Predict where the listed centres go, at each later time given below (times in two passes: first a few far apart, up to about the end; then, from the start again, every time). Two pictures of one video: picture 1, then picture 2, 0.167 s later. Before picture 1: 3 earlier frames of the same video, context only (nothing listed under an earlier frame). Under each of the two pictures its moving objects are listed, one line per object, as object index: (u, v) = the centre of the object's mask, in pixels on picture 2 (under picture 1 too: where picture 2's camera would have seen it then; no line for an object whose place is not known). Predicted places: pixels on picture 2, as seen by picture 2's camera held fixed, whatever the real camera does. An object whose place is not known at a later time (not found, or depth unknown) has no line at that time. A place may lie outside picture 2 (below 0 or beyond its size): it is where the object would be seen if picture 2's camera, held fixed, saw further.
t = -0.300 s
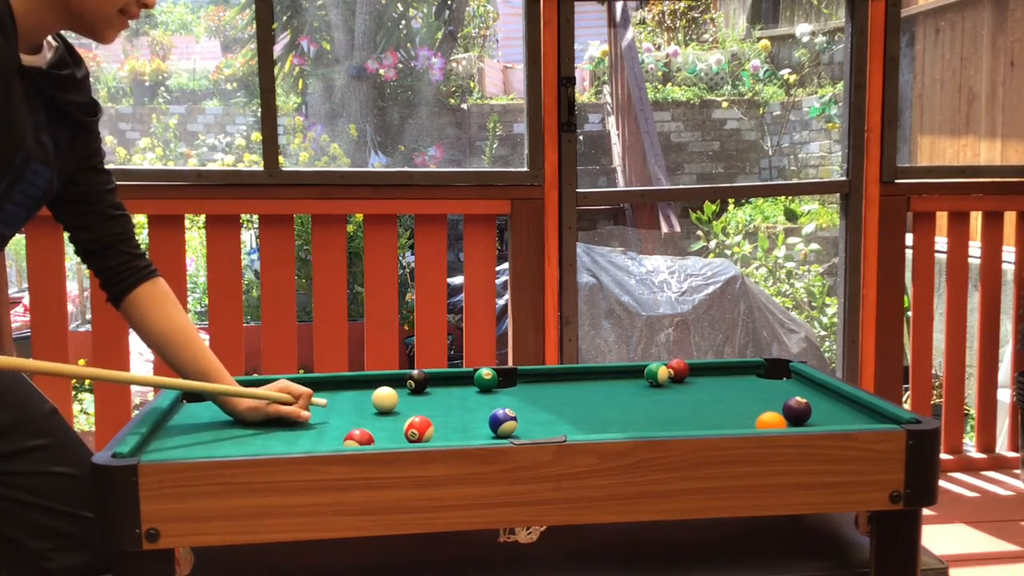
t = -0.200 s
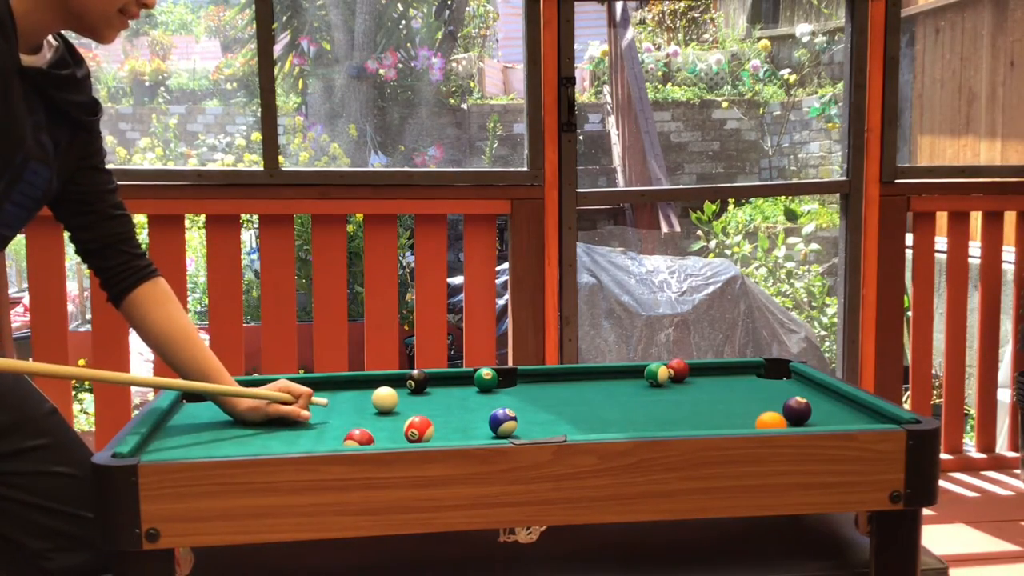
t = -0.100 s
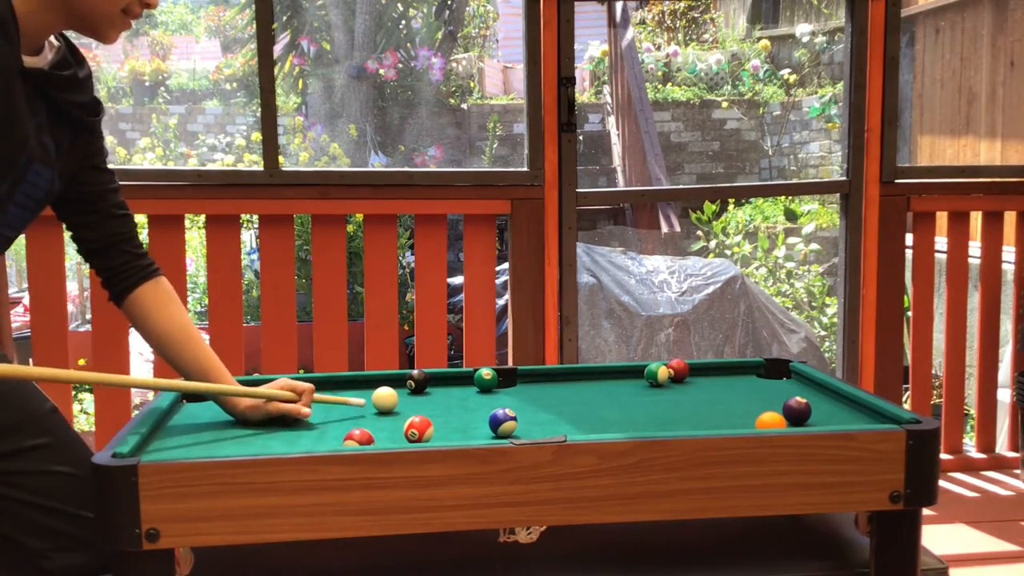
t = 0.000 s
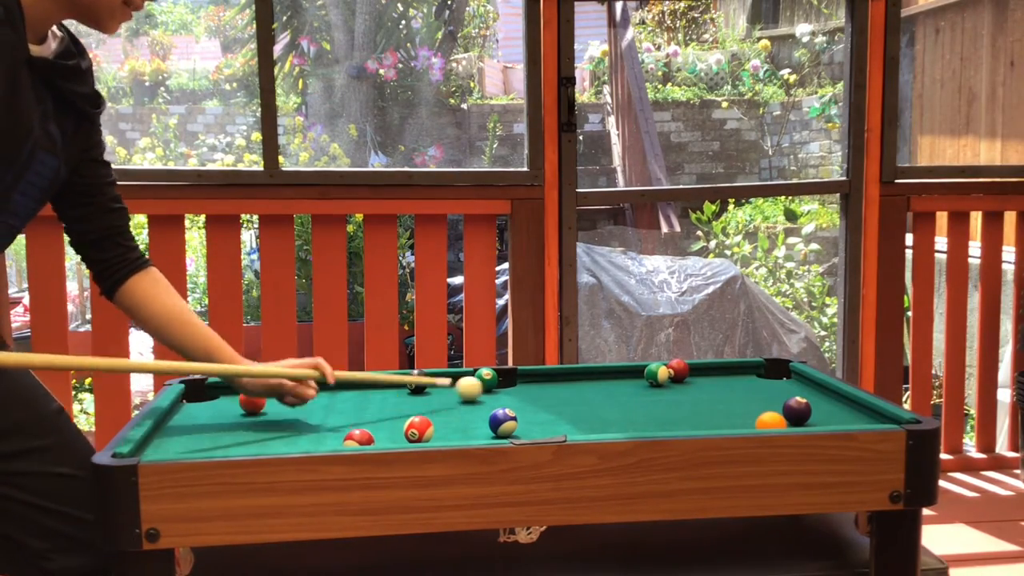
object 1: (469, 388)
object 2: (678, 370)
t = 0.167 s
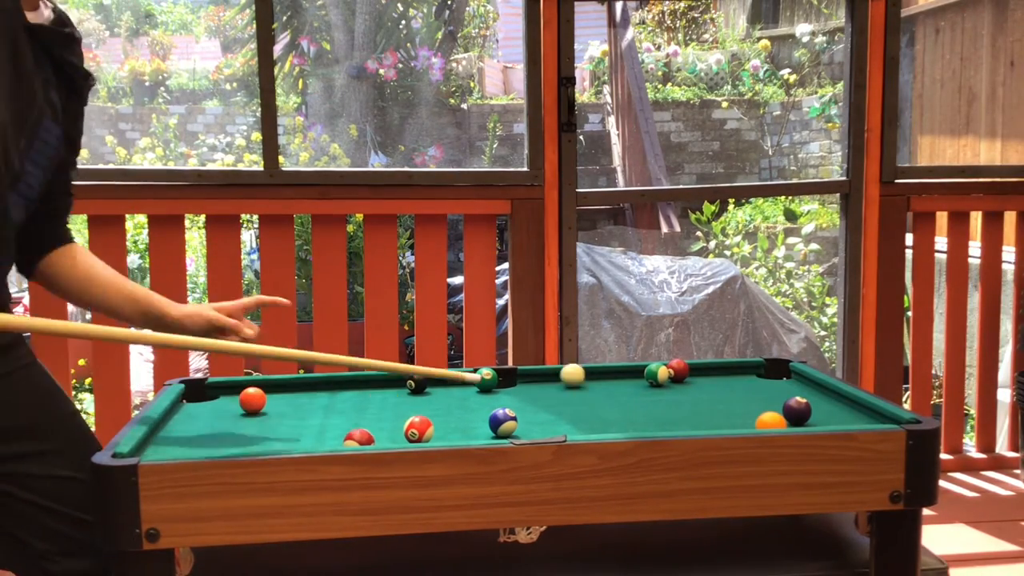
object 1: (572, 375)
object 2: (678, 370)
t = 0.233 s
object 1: (603, 371)
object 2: (678, 370)
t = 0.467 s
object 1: (656, 369)
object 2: (684, 365)
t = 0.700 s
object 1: (662, 369)
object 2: (708, 371)
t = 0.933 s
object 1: (661, 369)
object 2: (721, 372)
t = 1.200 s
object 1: (661, 368)
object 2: (725, 373)
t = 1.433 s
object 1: (661, 369)
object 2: (725, 373)
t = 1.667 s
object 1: (661, 369)
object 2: (725, 373)
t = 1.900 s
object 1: (661, 369)
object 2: (725, 373)
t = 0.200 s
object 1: (588, 373)
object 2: (678, 370)
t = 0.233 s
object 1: (603, 371)
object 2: (678, 370)
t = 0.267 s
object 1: (618, 371)
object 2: (678, 370)
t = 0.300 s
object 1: (633, 371)
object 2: (678, 370)
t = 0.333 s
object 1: (640, 370)
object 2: (680, 369)
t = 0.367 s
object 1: (645, 369)
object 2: (681, 366)
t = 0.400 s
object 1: (652, 369)
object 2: (678, 363)
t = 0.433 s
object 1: (654, 369)
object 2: (679, 365)
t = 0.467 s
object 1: (656, 369)
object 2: (684, 365)
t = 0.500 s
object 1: (657, 369)
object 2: (686, 367)
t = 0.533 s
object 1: (658, 369)
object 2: (690, 367)
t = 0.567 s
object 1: (659, 369)
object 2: (694, 368)
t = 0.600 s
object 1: (660, 368)
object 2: (698, 369)
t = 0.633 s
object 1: (661, 369)
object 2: (702, 370)
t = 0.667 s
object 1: (661, 369)
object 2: (705, 371)
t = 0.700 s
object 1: (662, 369)
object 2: (708, 371)
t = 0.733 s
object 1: (662, 368)
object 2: (711, 371)
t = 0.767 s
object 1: (662, 368)
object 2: (713, 372)
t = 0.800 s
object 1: (662, 369)
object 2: (715, 372)
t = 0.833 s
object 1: (662, 369)
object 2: (716, 372)
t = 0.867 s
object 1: (661, 369)
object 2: (718, 372)
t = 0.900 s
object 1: (661, 369)
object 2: (719, 372)
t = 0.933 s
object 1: (661, 369)
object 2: (721, 372)
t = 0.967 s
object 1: (661, 369)
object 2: (722, 373)
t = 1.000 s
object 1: (661, 368)
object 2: (723, 373)
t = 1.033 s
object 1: (661, 369)
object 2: (724, 373)
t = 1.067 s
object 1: (661, 369)
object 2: (724, 373)
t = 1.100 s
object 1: (661, 369)
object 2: (725, 373)
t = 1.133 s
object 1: (661, 368)
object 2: (725, 373)
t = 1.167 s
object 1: (661, 369)
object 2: (725, 373)
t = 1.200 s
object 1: (661, 368)
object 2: (725, 373)
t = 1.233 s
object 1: (661, 368)
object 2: (725, 373)
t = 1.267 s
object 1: (661, 368)
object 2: (725, 373)
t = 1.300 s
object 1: (661, 368)
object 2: (725, 373)
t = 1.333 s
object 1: (661, 369)
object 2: (725, 373)
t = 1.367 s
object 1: (661, 369)
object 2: (725, 373)
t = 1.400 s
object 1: (661, 369)
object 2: (725, 373)
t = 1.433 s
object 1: (661, 369)
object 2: (725, 373)
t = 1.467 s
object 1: (661, 369)
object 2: (725, 373)
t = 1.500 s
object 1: (661, 369)
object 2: (725, 373)
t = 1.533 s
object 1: (661, 368)
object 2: (725, 373)
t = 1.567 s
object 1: (661, 369)
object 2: (725, 373)
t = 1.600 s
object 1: (661, 369)
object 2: (725, 373)
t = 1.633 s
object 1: (661, 369)
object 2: (725, 373)
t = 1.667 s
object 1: (661, 369)
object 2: (725, 373)
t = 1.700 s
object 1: (661, 369)
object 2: (725, 373)
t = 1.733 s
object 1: (661, 369)
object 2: (725, 373)
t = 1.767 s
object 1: (661, 369)
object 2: (725, 373)
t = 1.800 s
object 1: (661, 369)
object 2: (725, 373)
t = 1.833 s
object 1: (661, 369)
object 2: (725, 373)
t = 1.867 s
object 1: (661, 368)
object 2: (725, 373)
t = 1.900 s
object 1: (661, 369)
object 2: (725, 373)
